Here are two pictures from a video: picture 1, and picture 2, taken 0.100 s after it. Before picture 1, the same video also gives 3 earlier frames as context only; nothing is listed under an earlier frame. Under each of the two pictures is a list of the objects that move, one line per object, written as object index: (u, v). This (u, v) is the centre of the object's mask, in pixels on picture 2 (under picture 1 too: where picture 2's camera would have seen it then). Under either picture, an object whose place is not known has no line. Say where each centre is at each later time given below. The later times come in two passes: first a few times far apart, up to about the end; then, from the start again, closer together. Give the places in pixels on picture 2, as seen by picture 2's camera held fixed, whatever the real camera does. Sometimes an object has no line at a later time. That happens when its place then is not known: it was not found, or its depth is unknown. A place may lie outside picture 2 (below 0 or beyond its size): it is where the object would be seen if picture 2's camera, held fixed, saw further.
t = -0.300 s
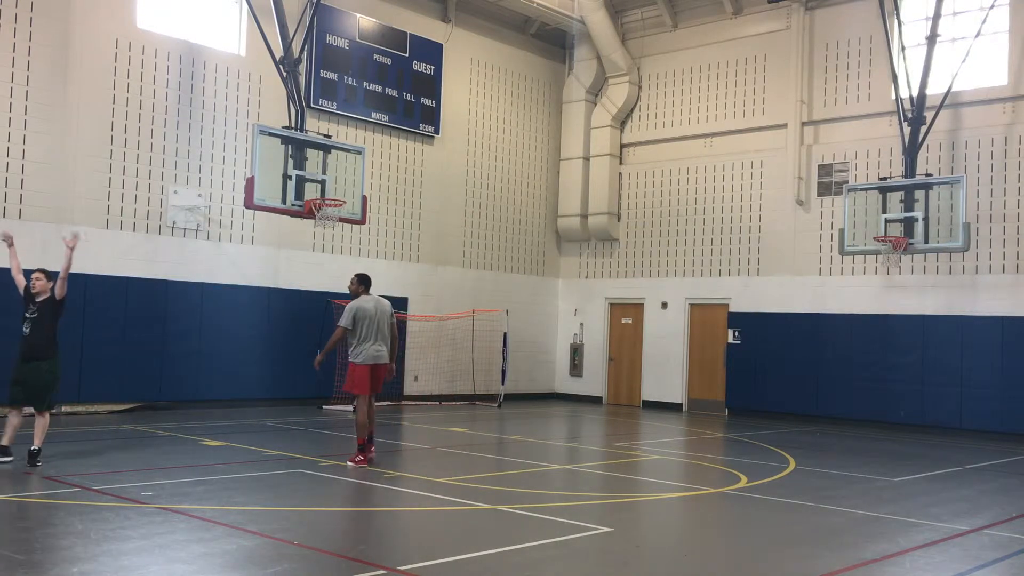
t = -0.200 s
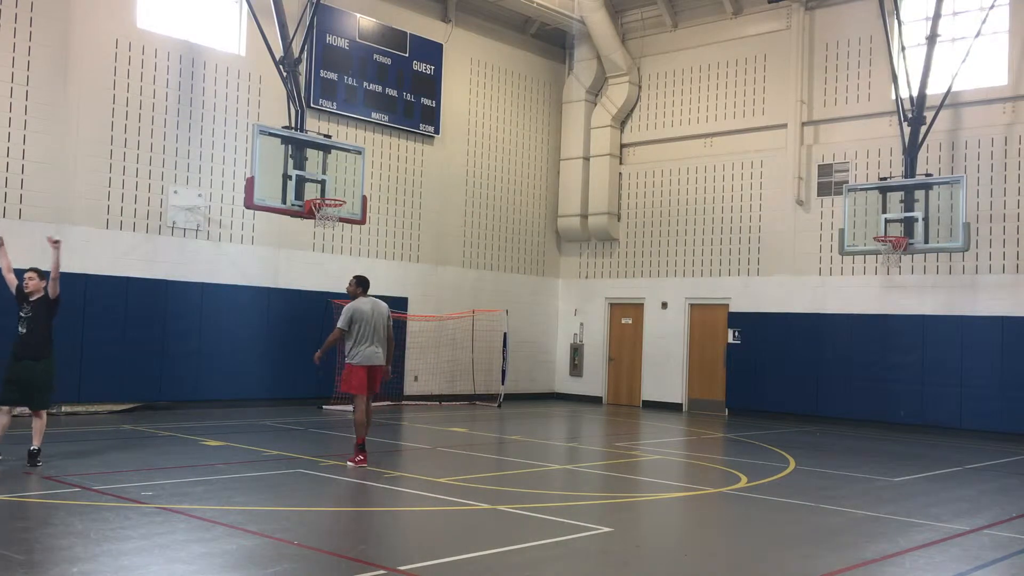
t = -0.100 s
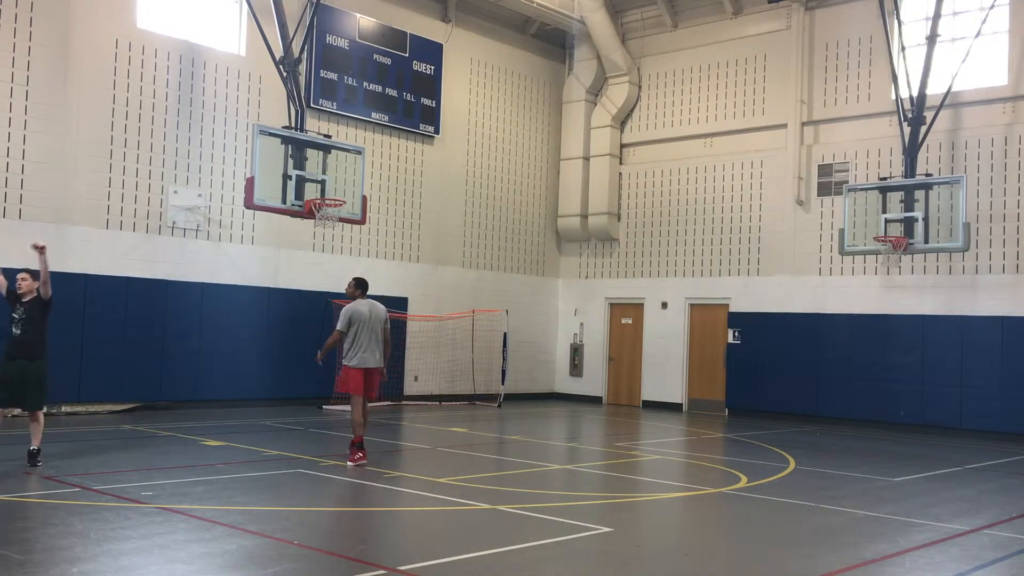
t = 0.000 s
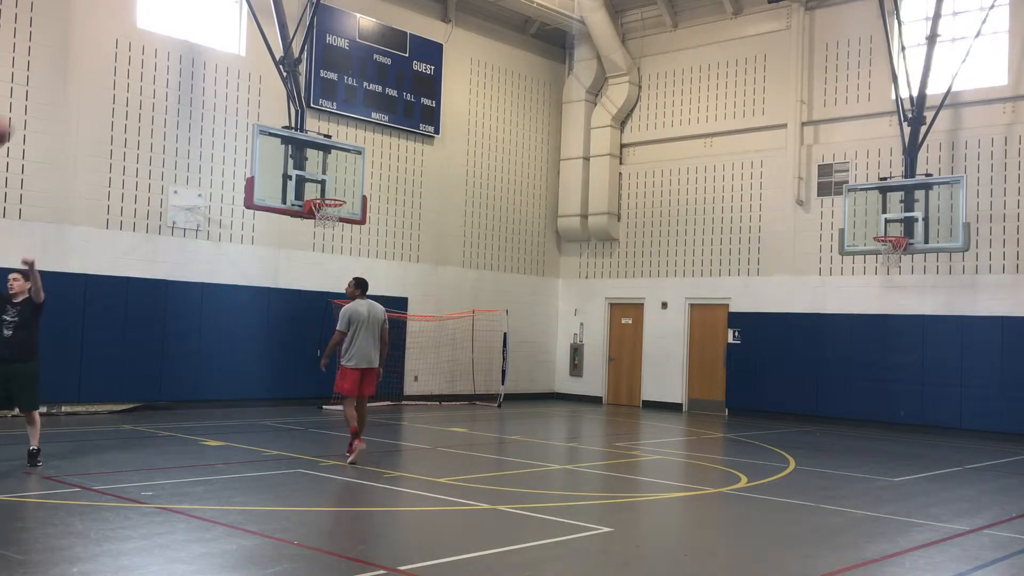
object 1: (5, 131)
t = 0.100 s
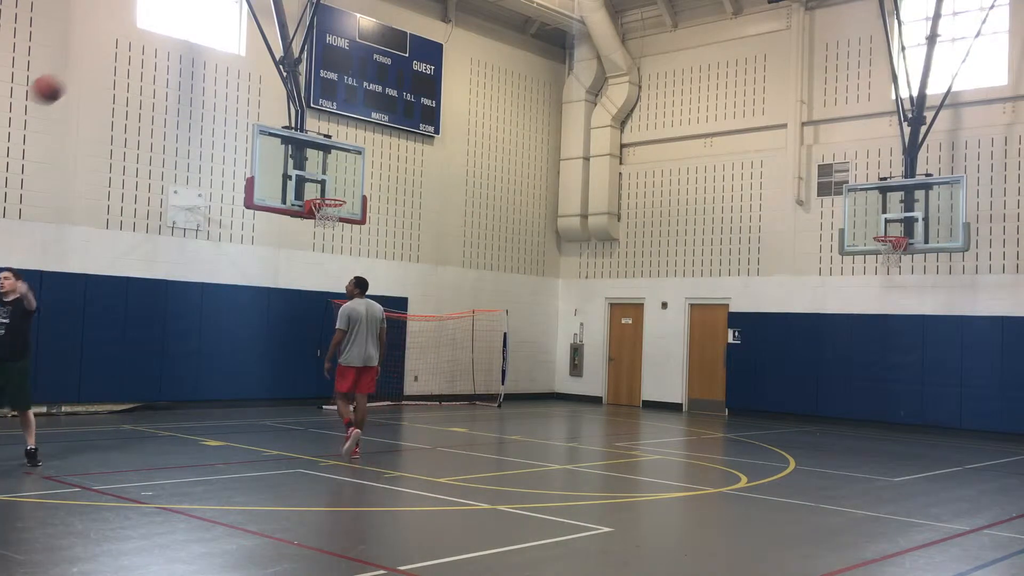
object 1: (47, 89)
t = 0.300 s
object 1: (135, 47)
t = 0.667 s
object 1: (251, 75)
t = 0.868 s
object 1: (298, 129)
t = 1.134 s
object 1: (332, 219)
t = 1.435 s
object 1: (309, 309)
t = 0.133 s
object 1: (63, 79)
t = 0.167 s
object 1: (78, 69)
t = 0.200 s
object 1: (94, 61)
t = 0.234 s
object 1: (108, 55)
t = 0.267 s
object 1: (121, 50)
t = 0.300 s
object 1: (135, 47)
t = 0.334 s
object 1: (147, 44)
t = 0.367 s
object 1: (159, 43)
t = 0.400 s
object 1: (171, 43)
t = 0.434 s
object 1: (182, 44)
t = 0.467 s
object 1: (193, 46)
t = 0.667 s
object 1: (251, 75)
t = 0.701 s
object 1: (259, 81)
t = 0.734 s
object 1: (268, 90)
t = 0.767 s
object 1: (275, 99)
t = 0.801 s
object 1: (282, 109)
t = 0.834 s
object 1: (289, 119)
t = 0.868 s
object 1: (298, 129)
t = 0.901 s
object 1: (303, 139)
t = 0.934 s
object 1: (310, 150)
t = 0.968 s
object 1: (316, 164)
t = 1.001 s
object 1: (323, 178)
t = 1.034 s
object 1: (329, 190)
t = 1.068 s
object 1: (333, 203)
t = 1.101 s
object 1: (333, 215)
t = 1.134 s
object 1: (332, 219)
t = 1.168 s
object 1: (329, 229)
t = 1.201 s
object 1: (327, 236)
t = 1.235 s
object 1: (325, 243)
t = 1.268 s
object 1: (323, 252)
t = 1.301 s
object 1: (320, 262)
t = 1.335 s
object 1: (317, 273)
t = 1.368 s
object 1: (315, 283)
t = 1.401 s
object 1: (311, 297)
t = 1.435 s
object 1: (309, 309)
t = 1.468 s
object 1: (307, 322)
